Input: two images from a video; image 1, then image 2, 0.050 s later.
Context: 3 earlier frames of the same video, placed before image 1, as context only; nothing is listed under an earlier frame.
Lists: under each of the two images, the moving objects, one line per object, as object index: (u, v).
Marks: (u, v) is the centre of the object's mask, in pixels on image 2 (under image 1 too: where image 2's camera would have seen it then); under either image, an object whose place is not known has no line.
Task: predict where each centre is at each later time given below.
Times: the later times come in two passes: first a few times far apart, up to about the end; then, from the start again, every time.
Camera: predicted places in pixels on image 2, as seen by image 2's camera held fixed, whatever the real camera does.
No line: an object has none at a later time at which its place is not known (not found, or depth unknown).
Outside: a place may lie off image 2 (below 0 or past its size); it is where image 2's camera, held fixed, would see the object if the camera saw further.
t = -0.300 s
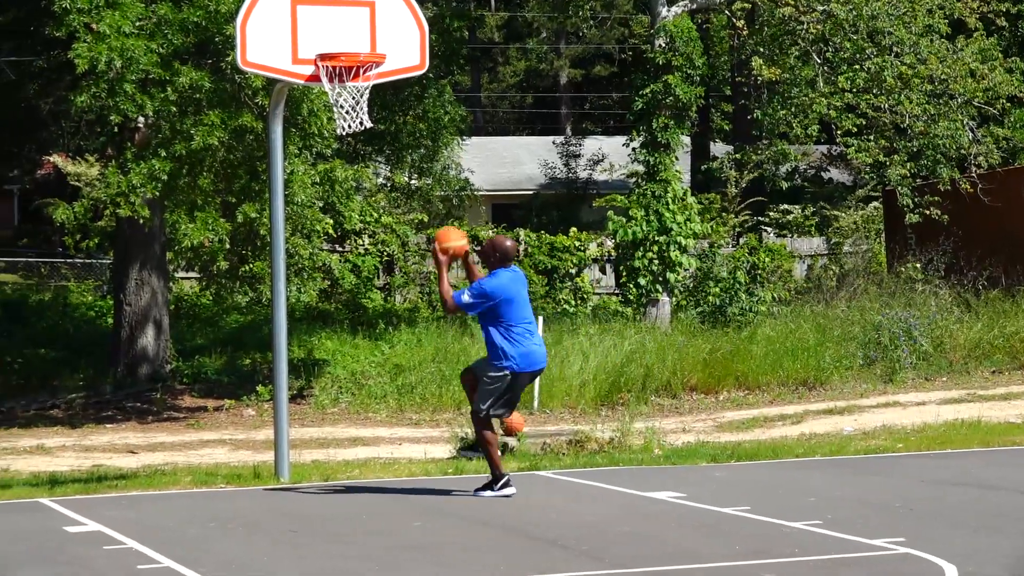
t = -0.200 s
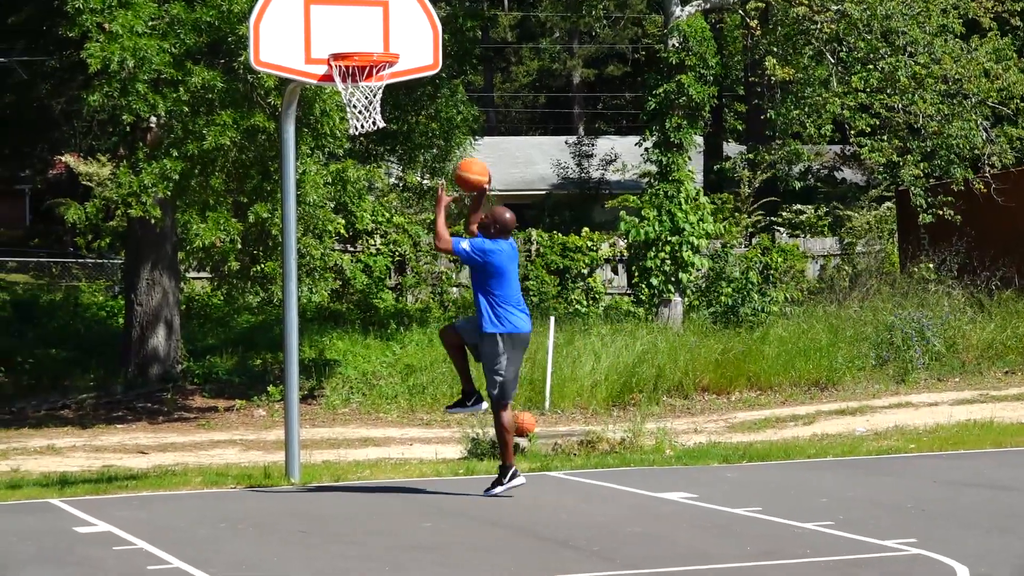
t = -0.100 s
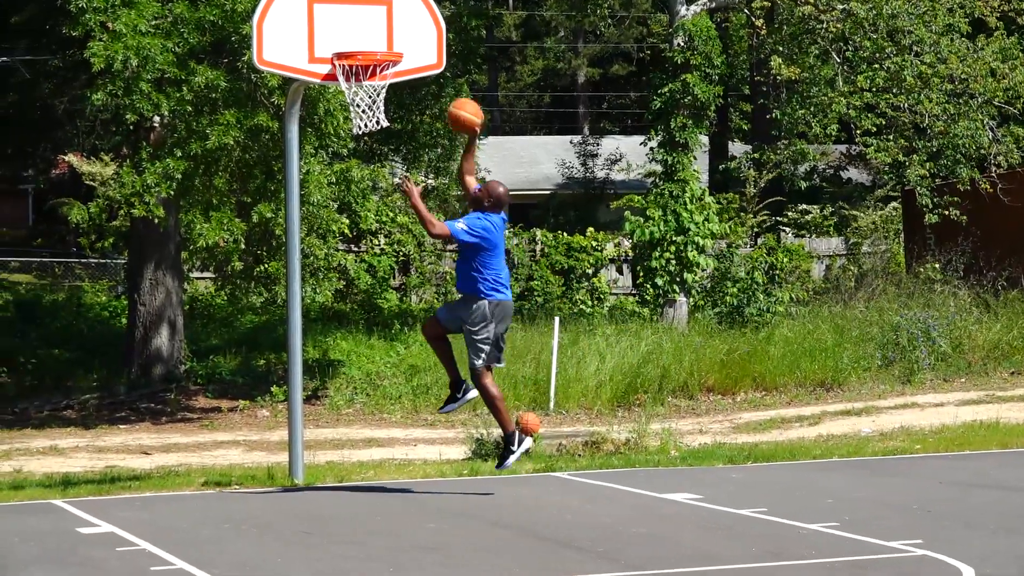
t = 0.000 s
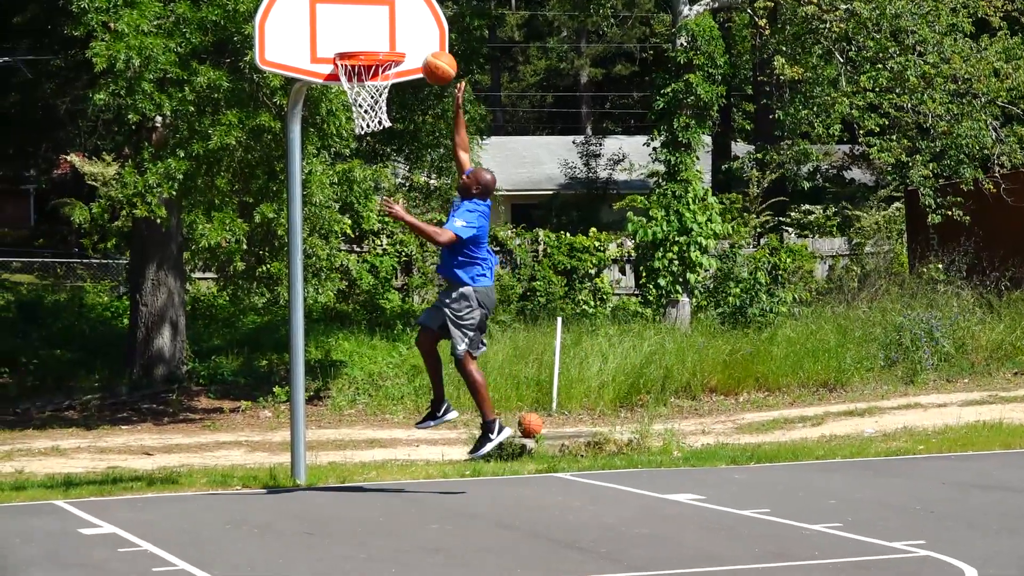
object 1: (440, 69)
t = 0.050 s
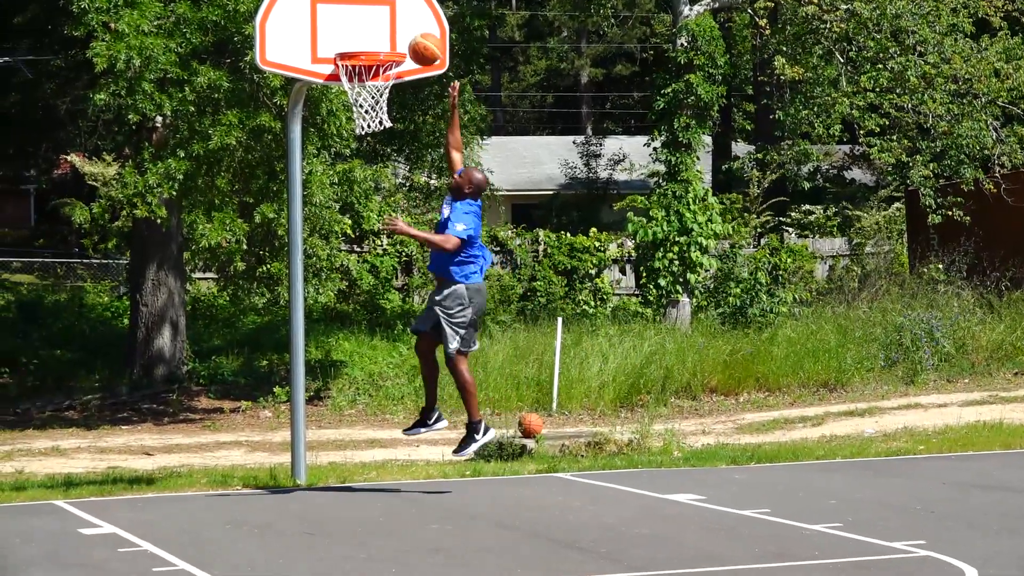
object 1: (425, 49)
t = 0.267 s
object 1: (381, 13)
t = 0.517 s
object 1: (362, 58)
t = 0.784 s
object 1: (393, 153)
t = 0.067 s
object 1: (420, 44)
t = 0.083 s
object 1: (416, 38)
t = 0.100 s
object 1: (411, 34)
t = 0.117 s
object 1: (407, 30)
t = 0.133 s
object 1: (402, 26)
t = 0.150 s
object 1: (397, 22)
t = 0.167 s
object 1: (392, 19)
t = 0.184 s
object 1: (388, 17)
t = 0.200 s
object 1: (386, 15)
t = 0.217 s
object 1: (385, 14)
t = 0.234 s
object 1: (383, 13)
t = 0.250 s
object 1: (382, 13)
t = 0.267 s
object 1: (381, 13)
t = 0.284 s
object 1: (379, 13)
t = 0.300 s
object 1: (377, 13)
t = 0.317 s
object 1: (376, 14)
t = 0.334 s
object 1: (375, 14)
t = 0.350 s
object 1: (373, 16)
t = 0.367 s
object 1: (372, 17)
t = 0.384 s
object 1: (370, 20)
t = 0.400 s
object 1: (368, 23)
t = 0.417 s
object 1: (367, 26)
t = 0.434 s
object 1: (365, 30)
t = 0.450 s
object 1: (364, 34)
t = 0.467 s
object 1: (362, 37)
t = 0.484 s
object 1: (361, 40)
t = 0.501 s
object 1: (360, 48)
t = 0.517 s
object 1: (362, 58)
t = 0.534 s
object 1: (365, 62)
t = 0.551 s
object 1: (366, 69)
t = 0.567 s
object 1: (367, 71)
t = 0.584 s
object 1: (371, 75)
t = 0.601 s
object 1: (373, 80)
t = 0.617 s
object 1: (375, 87)
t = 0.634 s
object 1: (378, 95)
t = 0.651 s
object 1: (380, 101)
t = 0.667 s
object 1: (384, 106)
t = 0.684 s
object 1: (385, 112)
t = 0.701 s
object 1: (385, 119)
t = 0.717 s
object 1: (387, 125)
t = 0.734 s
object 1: (389, 131)
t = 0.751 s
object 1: (390, 138)
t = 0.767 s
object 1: (392, 145)
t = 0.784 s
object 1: (393, 153)
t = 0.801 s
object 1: (395, 162)
